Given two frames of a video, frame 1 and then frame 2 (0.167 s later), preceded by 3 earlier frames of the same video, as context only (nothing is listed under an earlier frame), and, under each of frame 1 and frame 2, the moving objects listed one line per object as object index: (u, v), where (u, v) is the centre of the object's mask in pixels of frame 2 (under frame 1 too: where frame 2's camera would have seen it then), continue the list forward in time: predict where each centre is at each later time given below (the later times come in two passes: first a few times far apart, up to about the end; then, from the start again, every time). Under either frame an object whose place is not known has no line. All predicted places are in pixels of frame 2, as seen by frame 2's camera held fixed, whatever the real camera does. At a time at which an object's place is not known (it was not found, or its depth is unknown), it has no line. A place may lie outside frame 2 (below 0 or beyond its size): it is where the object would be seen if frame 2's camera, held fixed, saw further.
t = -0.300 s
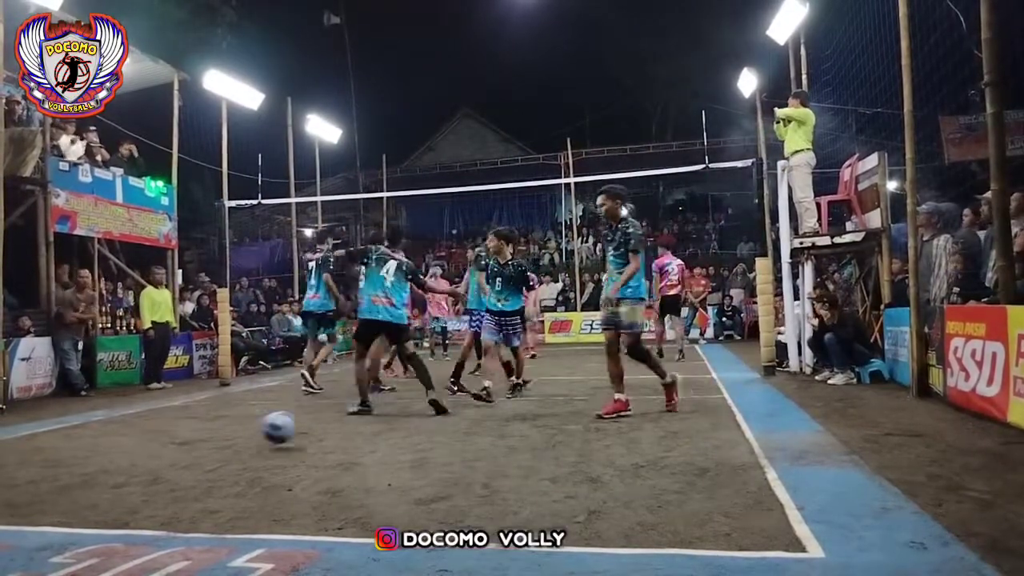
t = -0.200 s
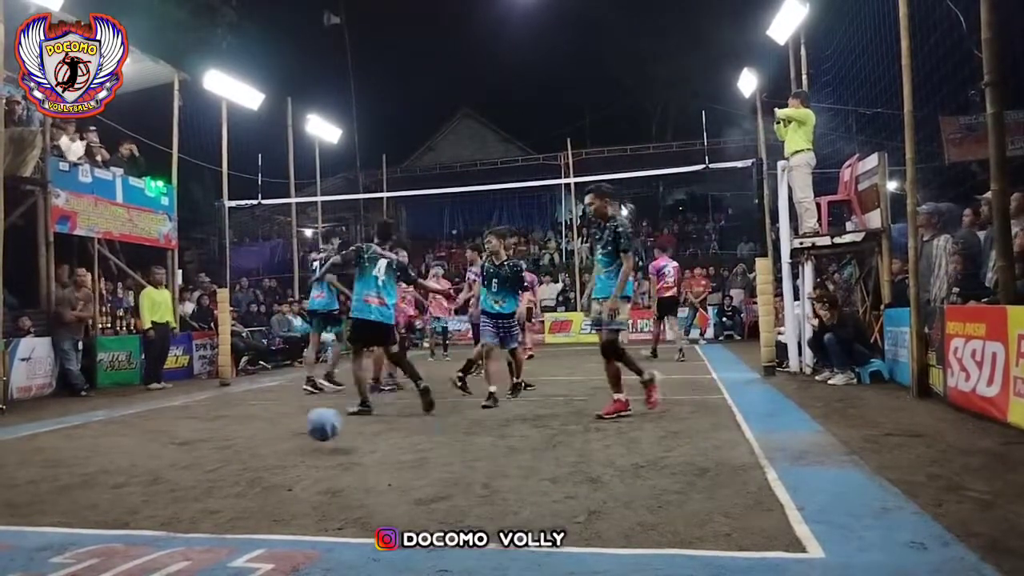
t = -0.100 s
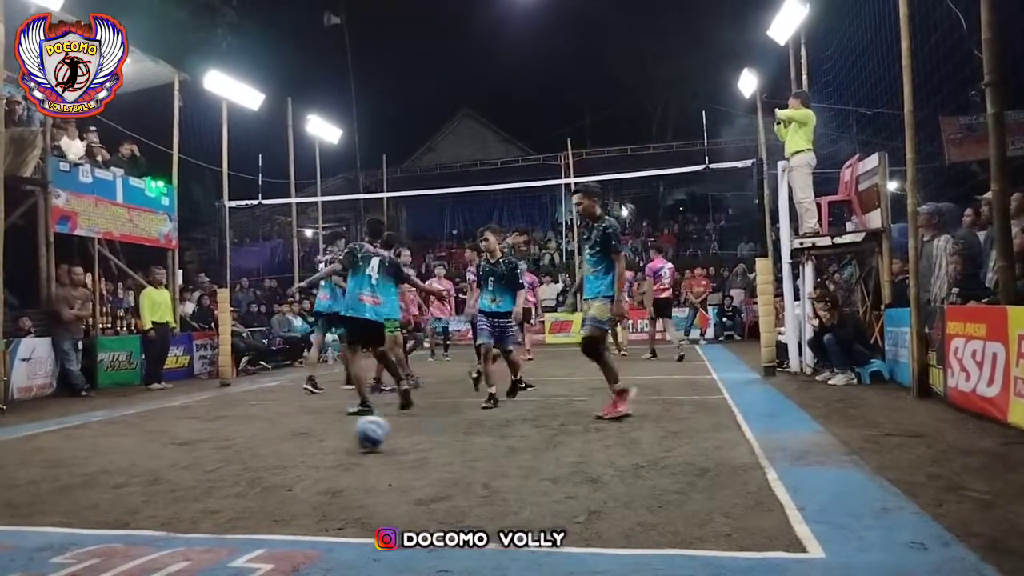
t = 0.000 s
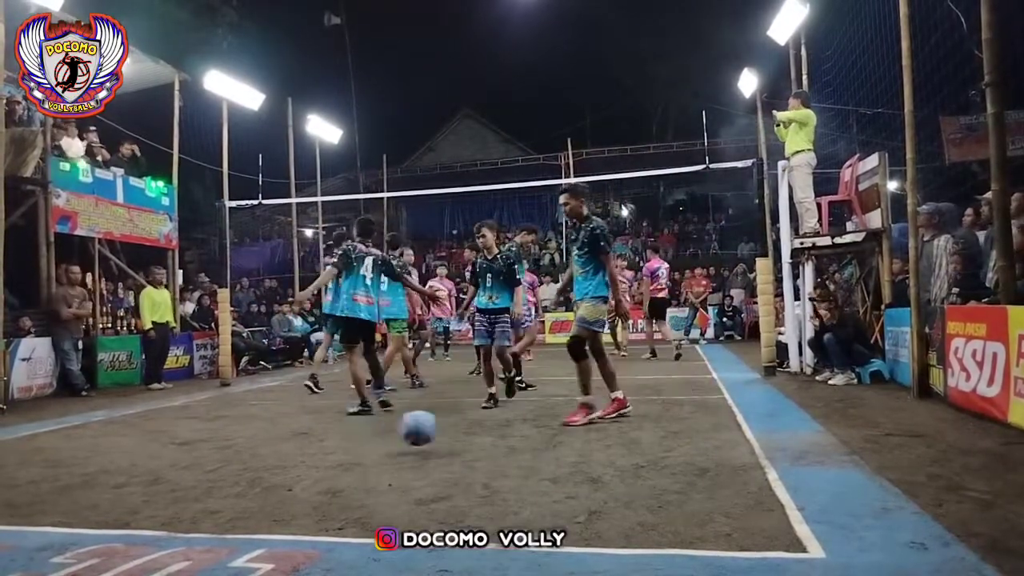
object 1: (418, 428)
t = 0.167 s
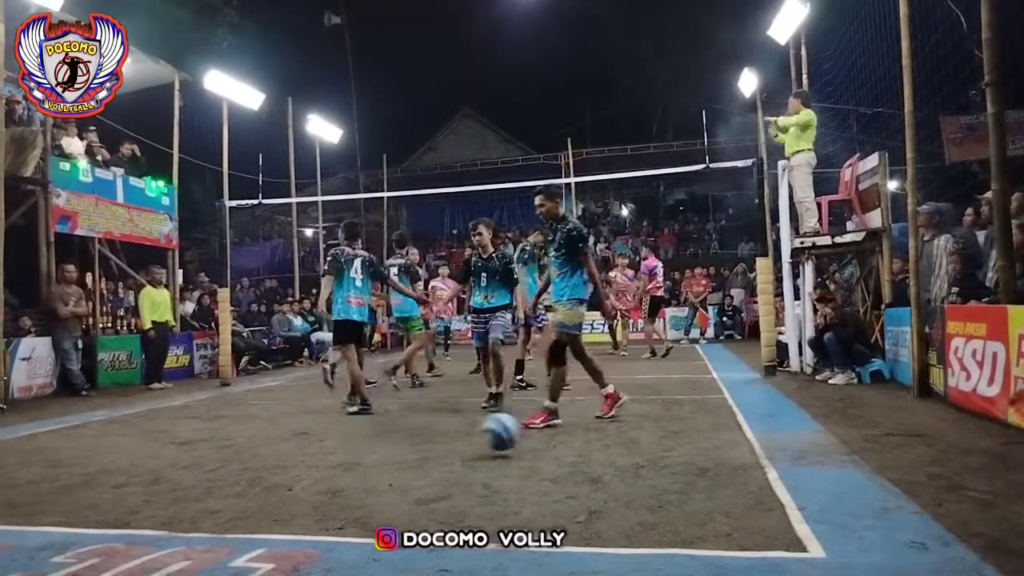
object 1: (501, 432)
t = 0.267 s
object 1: (555, 438)
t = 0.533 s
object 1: (700, 450)
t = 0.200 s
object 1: (519, 434)
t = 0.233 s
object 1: (536, 439)
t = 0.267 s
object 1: (555, 438)
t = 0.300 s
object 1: (571, 437)
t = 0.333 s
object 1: (585, 437)
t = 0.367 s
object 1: (605, 442)
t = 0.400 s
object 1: (624, 444)
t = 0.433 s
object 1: (643, 443)
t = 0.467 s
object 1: (661, 443)
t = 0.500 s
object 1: (680, 446)
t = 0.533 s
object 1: (700, 450)
